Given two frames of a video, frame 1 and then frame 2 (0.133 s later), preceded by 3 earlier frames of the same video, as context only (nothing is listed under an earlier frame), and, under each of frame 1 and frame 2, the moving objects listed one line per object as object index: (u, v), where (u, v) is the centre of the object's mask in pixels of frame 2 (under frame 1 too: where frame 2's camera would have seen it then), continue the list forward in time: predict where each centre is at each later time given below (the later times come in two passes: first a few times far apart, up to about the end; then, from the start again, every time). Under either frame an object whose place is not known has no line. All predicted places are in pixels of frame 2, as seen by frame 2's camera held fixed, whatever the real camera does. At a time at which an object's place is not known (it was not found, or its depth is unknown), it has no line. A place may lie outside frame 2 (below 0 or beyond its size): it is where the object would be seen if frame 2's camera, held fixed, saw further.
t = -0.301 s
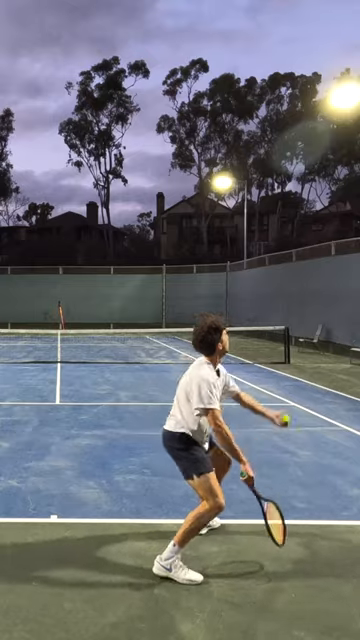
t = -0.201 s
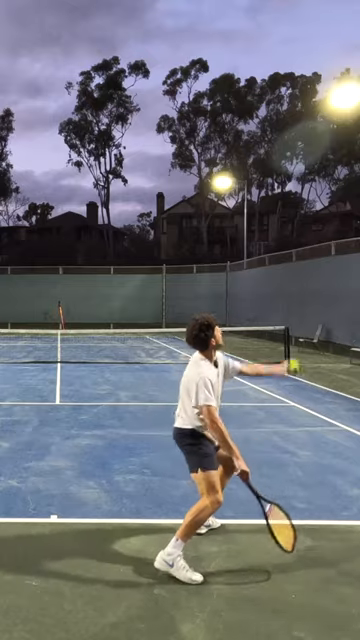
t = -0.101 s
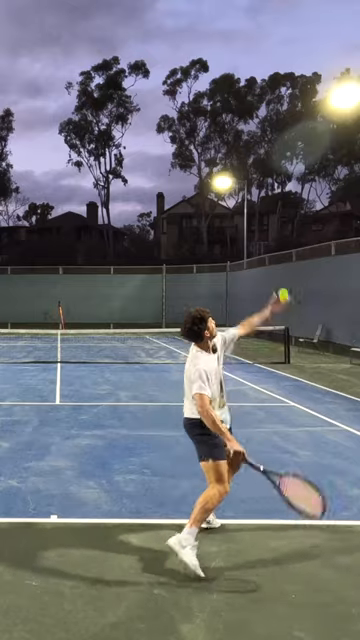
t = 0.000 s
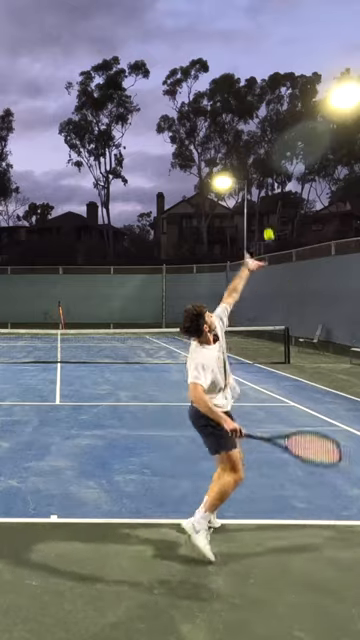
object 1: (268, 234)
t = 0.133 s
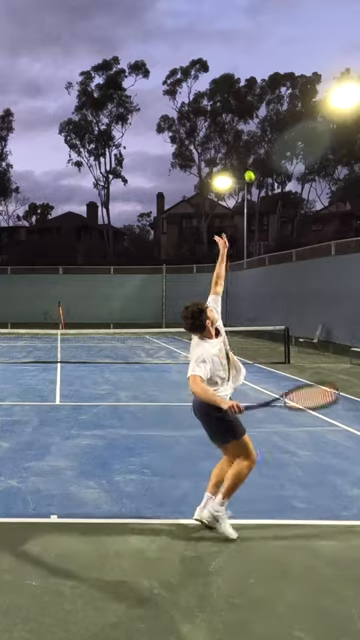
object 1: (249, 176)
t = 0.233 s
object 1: (235, 148)
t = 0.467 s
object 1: (204, 130)
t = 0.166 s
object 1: (244, 165)
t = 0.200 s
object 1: (240, 156)
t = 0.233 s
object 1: (235, 148)
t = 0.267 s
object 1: (231, 141)
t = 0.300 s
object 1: (226, 137)
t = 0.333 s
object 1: (222, 132)
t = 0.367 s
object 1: (217, 130)
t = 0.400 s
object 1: (213, 129)
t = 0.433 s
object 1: (208, 129)
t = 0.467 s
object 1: (204, 130)
